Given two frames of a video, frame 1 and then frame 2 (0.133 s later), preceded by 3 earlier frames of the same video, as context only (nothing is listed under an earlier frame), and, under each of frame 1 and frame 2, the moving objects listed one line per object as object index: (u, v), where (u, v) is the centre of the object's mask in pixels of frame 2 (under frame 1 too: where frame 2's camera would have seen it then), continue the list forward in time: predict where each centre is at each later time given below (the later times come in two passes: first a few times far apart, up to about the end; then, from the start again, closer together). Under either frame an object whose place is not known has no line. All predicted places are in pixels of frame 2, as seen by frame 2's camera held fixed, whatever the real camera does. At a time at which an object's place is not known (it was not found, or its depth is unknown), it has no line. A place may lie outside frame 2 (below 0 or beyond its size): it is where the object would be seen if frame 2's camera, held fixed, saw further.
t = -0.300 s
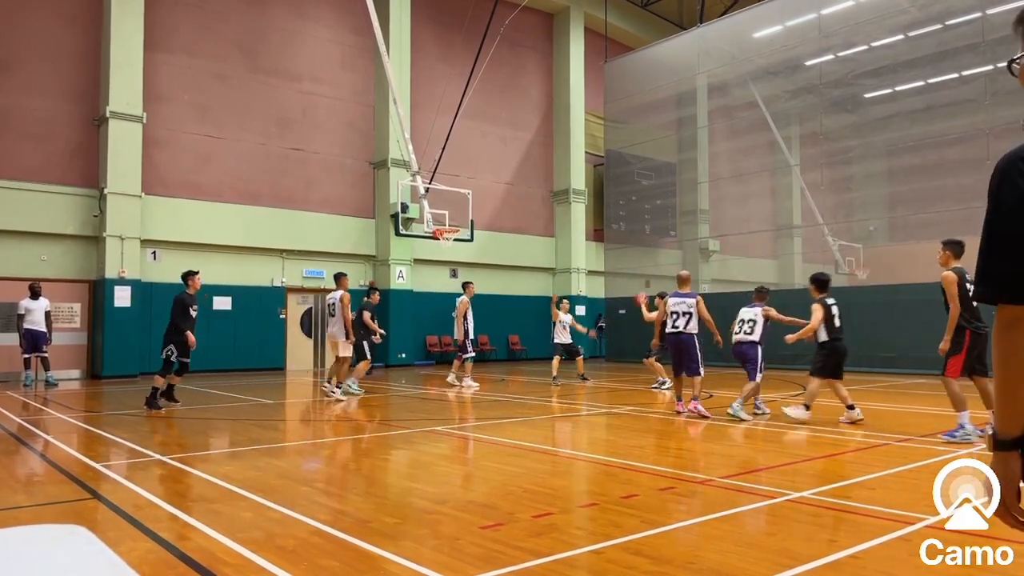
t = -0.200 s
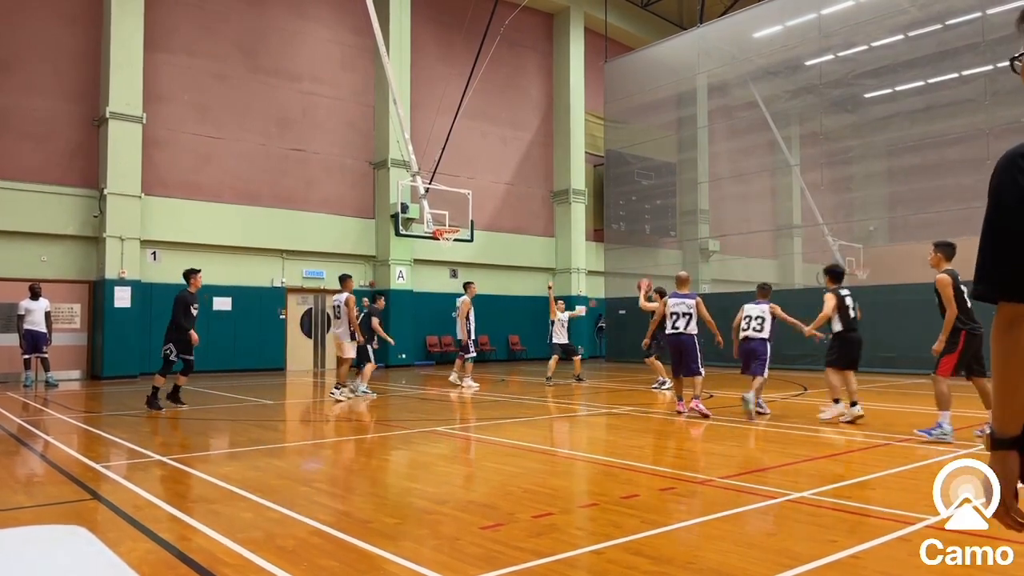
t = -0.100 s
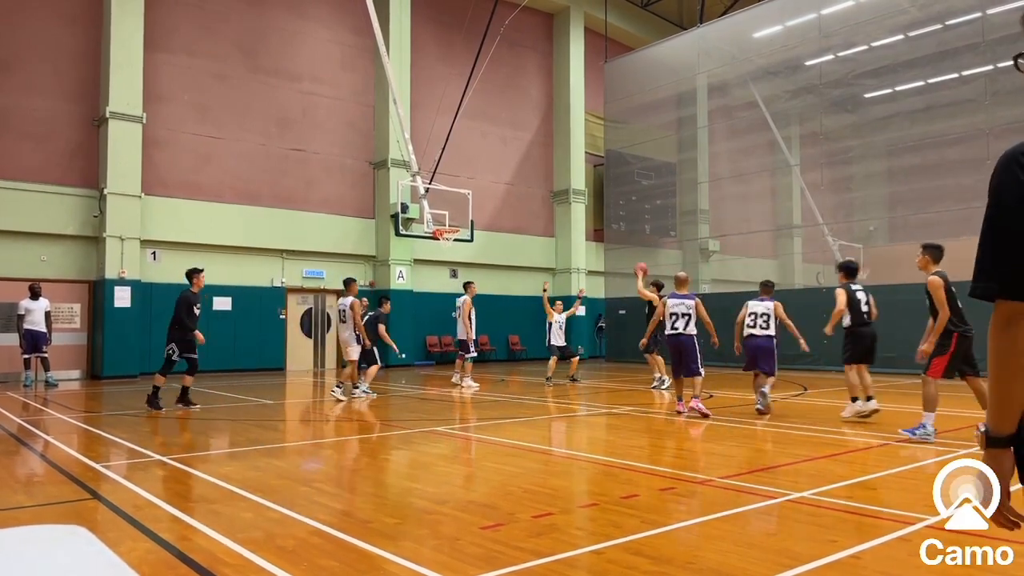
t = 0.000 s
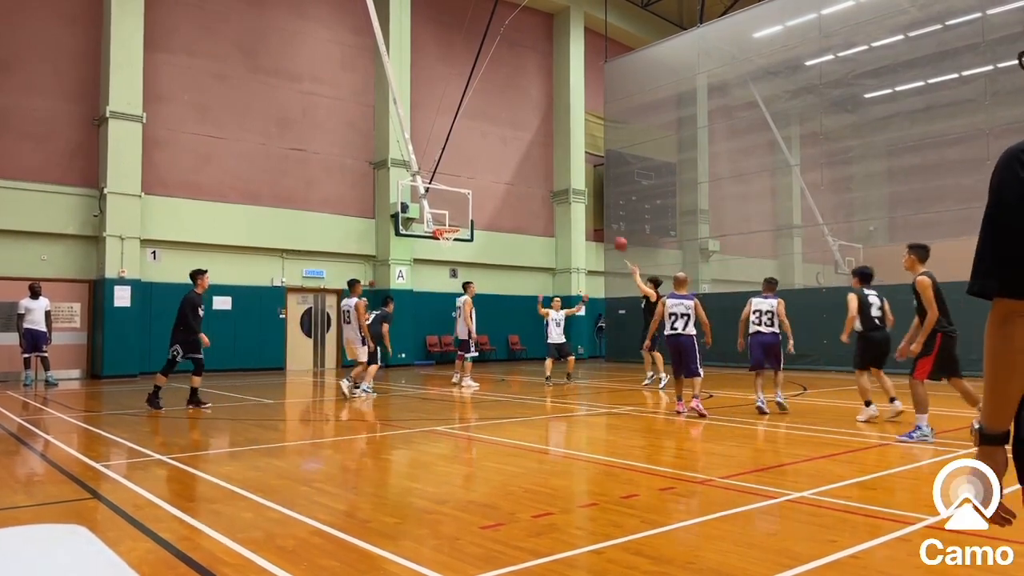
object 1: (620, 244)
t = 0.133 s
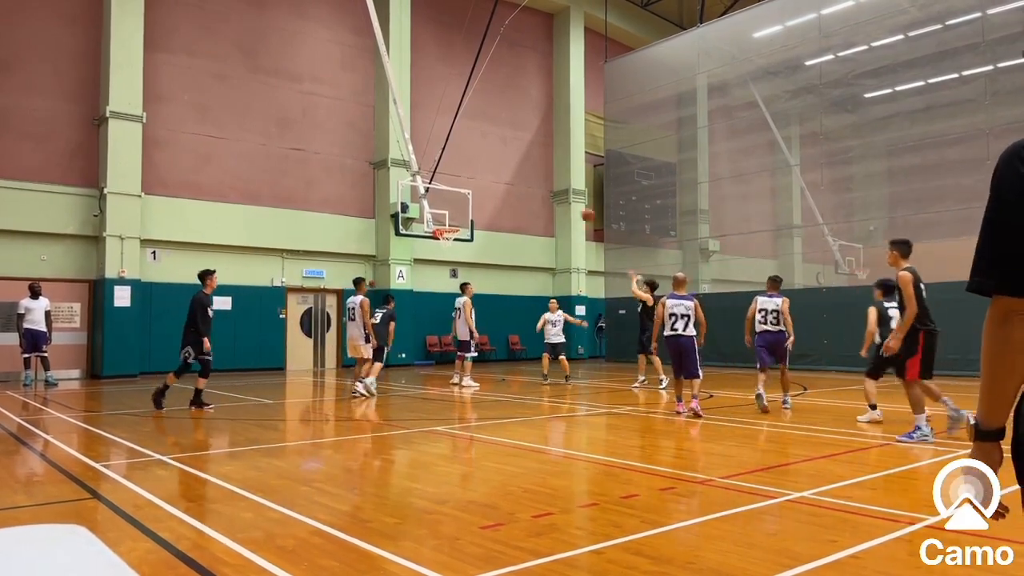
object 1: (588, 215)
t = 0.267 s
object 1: (556, 197)
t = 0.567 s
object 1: (493, 190)
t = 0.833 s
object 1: (441, 219)
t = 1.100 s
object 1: (455, 213)
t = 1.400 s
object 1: (479, 239)
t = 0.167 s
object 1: (579, 210)
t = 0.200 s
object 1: (572, 205)
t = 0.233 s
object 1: (564, 200)
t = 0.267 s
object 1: (556, 197)
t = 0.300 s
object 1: (549, 193)
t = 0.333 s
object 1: (541, 191)
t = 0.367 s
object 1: (534, 189)
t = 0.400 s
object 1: (527, 188)
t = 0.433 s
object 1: (520, 187)
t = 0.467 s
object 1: (513, 187)
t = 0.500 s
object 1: (506, 187)
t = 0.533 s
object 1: (500, 189)
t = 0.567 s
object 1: (493, 190)
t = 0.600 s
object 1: (486, 192)
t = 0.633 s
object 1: (480, 194)
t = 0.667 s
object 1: (474, 197)
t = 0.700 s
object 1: (467, 201)
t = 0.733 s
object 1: (461, 205)
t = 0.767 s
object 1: (454, 209)
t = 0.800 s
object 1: (449, 214)
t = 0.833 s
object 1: (441, 219)
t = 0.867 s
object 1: (439, 223)
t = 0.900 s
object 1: (441, 221)
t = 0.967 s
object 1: (446, 217)
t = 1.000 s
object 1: (448, 215)
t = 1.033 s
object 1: (451, 214)
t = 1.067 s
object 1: (453, 213)
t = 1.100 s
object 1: (455, 213)
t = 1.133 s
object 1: (458, 214)
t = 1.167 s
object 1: (460, 215)
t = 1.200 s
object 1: (463, 216)
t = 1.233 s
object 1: (466, 219)
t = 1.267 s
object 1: (468, 222)
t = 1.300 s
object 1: (470, 225)
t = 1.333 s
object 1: (474, 229)
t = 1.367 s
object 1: (477, 234)
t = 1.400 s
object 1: (479, 239)
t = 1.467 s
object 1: (484, 251)
